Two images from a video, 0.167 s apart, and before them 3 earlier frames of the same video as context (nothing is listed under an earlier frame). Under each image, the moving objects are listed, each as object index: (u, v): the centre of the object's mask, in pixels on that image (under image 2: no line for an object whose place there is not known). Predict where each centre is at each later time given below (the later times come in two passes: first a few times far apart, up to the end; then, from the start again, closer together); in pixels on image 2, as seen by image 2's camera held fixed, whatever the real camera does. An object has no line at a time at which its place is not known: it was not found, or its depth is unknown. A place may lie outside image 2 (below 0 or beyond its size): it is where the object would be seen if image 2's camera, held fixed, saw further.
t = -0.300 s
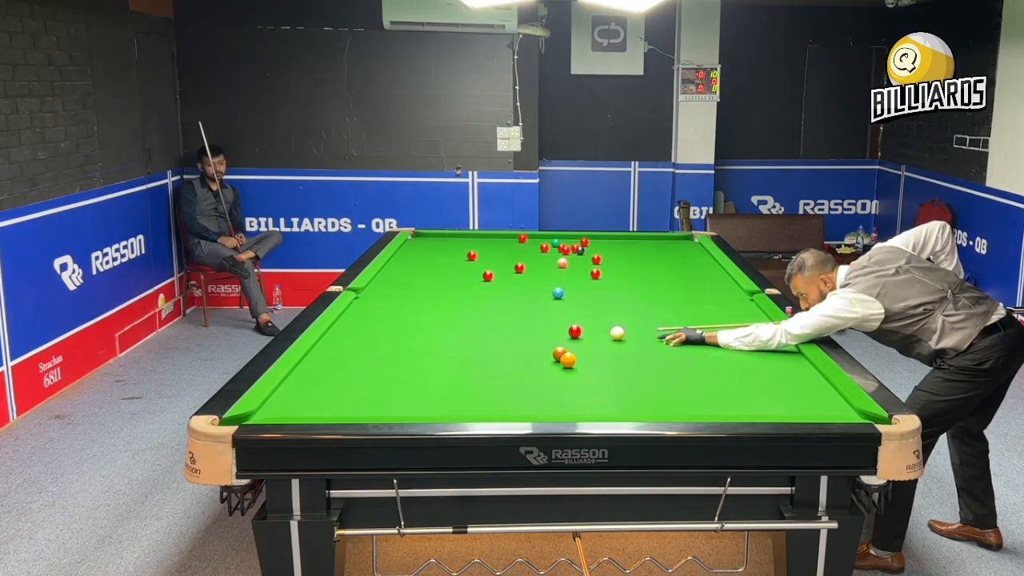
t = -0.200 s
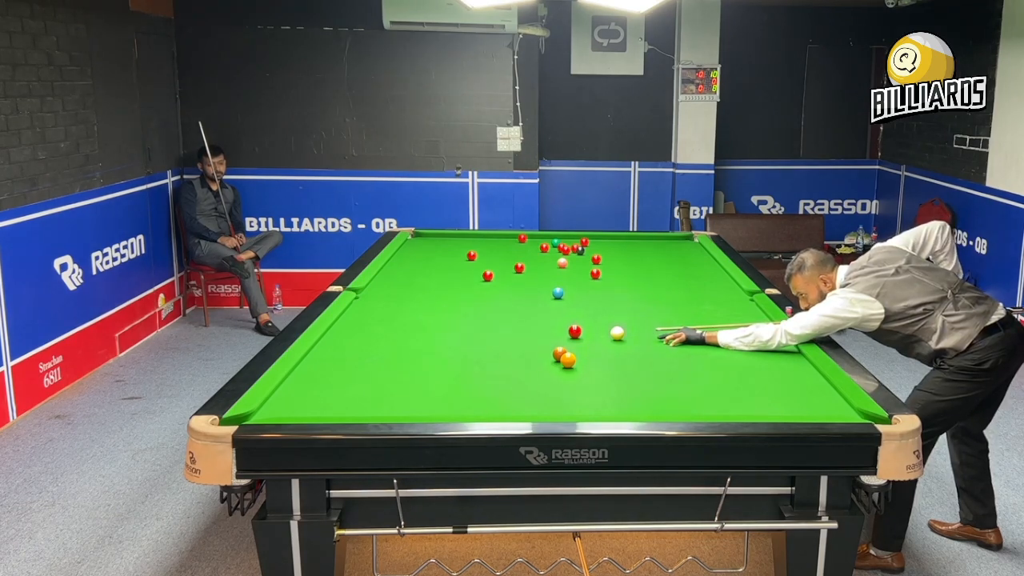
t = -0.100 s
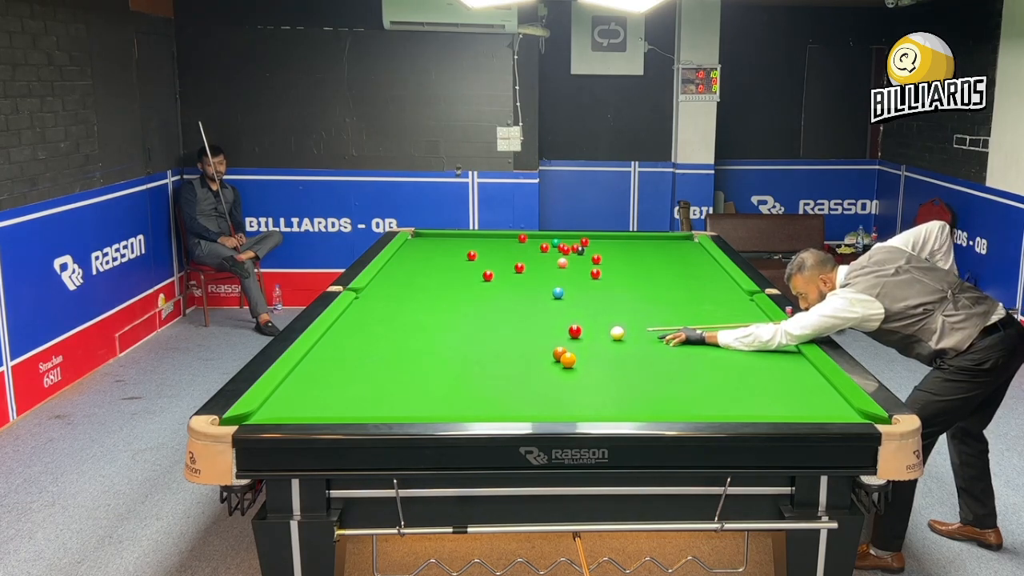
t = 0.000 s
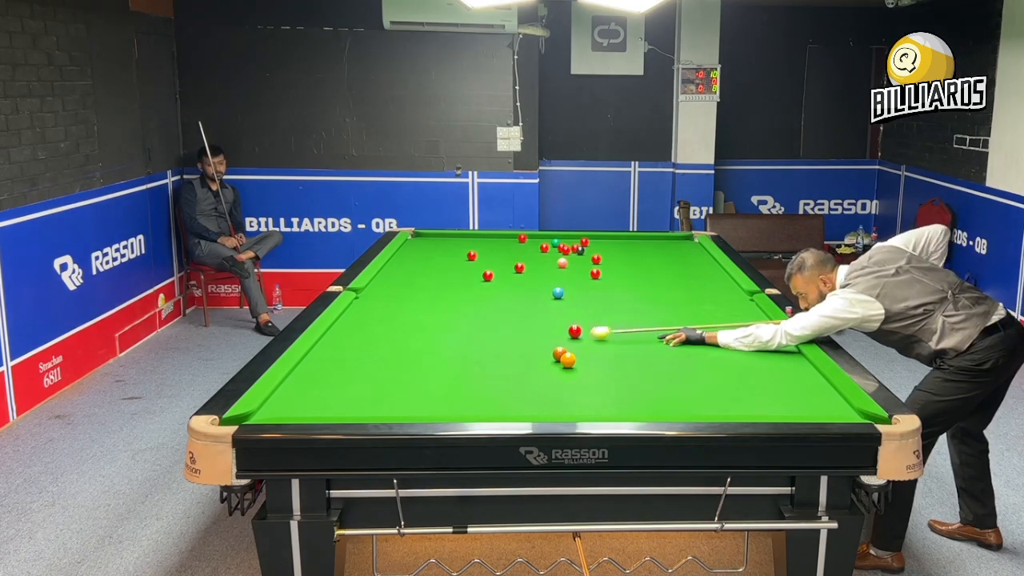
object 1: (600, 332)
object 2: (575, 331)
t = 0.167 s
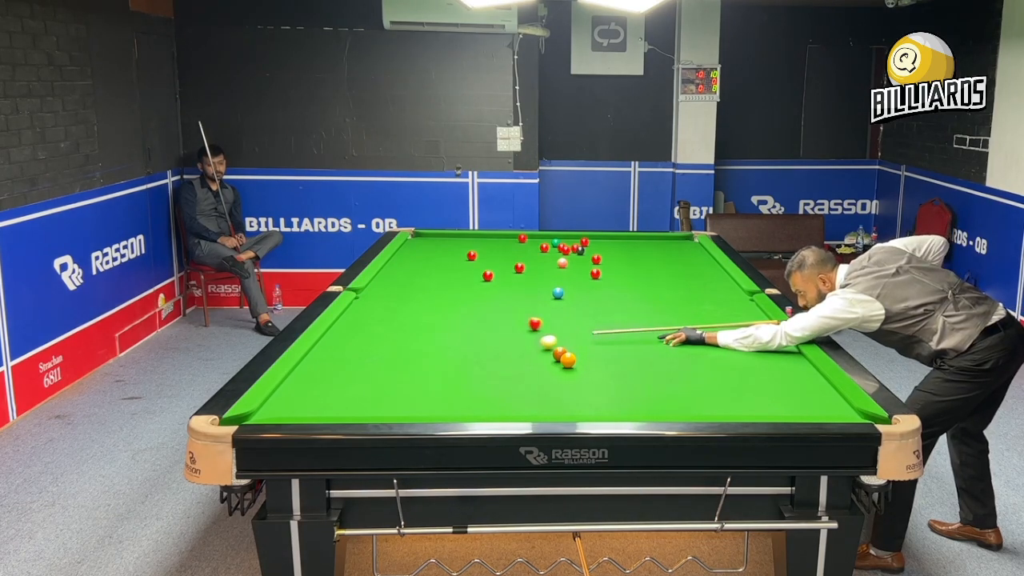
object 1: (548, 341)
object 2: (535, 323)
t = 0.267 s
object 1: (518, 347)
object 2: (511, 319)
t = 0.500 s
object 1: (442, 361)
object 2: (466, 310)
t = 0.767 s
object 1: (345, 379)
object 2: (420, 302)
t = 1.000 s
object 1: (295, 396)
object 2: (382, 295)
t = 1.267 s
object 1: (344, 410)
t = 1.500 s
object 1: (394, 408)
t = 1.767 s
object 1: (450, 399)
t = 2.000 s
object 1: (493, 390)
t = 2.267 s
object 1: (538, 381)
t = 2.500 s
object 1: (573, 375)
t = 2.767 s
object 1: (609, 368)
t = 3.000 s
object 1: (638, 363)
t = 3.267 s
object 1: (668, 357)
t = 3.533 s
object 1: (695, 352)
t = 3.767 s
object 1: (716, 348)
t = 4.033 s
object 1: (737, 344)
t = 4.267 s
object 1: (755, 340)
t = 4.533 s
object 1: (773, 337)
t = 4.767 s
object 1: (775, 334)
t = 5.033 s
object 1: (764, 332)
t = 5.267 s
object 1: (755, 331)
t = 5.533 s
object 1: (747, 329)
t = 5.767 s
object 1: (742, 328)
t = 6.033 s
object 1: (737, 327)
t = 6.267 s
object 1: (733, 327)
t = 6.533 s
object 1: (731, 326)
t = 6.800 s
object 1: (731, 326)
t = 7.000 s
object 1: (731, 326)
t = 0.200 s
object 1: (538, 343)
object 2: (526, 321)
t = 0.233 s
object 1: (528, 345)
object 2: (519, 320)
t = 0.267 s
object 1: (518, 347)
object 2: (511, 319)
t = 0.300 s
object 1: (508, 349)
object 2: (504, 317)
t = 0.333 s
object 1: (497, 351)
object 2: (497, 316)
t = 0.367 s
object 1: (486, 353)
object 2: (491, 314)
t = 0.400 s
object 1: (476, 355)
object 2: (485, 313)
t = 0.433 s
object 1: (464, 357)
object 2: (478, 312)
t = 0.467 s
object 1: (453, 359)
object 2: (472, 311)
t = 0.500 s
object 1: (442, 361)
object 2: (466, 310)
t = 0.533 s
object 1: (430, 363)
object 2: (460, 309)
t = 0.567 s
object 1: (419, 365)
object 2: (454, 308)
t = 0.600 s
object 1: (407, 368)
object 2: (448, 307)
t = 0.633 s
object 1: (395, 370)
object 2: (443, 306)
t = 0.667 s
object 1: (383, 372)
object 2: (437, 305)
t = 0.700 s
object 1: (370, 374)
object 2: (431, 303)
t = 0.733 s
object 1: (357, 377)
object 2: (425, 302)
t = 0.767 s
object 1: (345, 379)
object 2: (420, 302)
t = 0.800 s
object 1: (332, 381)
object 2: (414, 301)
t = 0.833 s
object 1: (319, 384)
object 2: (409, 300)
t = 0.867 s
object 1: (306, 387)
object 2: (403, 298)
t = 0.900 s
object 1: (292, 389)
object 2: (398, 298)
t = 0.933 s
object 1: (281, 392)
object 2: (393, 297)
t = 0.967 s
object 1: (288, 394)
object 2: (388, 296)
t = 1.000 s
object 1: (295, 396)
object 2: (382, 295)
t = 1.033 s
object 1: (302, 398)
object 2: (377, 294)
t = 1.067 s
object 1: (308, 400)
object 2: (372, 293)
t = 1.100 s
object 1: (314, 402)
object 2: (367, 292)
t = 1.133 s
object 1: (319, 404)
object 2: (363, 291)
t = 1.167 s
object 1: (325, 406)
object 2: (358, 290)
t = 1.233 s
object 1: (338, 408)
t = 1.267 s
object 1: (344, 410)
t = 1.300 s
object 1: (350, 411)
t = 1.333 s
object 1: (355, 412)
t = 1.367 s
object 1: (364, 411)
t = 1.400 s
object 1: (372, 411)
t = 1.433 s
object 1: (380, 409)
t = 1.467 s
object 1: (387, 409)
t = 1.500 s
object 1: (394, 408)
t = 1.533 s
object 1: (401, 407)
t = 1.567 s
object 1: (409, 406)
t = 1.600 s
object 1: (416, 405)
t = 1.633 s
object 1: (423, 403)
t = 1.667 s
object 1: (430, 402)
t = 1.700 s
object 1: (436, 401)
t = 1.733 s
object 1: (443, 400)
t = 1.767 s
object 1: (450, 399)
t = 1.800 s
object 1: (456, 397)
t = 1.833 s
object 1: (463, 396)
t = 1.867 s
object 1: (469, 395)
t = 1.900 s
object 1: (475, 393)
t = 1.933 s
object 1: (482, 392)
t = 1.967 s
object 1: (487, 391)
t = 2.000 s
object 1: (493, 390)
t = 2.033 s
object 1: (499, 389)
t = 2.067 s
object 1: (505, 388)
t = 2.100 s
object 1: (511, 386)
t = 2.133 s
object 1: (516, 385)
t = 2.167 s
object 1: (522, 384)
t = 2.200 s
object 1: (527, 383)
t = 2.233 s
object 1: (533, 382)
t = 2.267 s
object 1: (538, 381)
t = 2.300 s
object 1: (543, 380)
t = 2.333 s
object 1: (548, 379)
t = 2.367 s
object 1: (553, 378)
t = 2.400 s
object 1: (558, 377)
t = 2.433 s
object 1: (563, 377)
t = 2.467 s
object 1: (568, 376)
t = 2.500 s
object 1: (573, 375)
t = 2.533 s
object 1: (578, 374)
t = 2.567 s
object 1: (583, 373)
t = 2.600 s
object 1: (587, 372)
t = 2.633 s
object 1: (591, 371)
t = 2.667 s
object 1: (596, 370)
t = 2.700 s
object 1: (601, 369)
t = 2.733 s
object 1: (605, 369)
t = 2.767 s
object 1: (609, 368)
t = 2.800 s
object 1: (614, 367)
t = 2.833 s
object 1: (618, 366)
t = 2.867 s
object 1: (622, 365)
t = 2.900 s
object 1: (626, 365)
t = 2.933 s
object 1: (630, 364)
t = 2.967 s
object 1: (634, 363)
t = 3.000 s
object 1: (638, 363)
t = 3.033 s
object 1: (642, 362)
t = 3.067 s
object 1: (646, 361)
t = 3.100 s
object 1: (649, 360)
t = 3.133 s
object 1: (653, 359)
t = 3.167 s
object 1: (657, 359)
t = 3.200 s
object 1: (661, 358)
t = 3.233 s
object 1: (664, 357)
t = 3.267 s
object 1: (668, 357)
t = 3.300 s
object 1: (671, 356)
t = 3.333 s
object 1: (675, 355)
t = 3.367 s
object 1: (678, 355)
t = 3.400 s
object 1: (681, 354)
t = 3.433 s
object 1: (685, 354)
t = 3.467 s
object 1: (688, 353)
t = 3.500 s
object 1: (691, 353)
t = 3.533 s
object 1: (695, 352)
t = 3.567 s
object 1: (697, 351)
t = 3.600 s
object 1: (701, 351)
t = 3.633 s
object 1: (704, 350)
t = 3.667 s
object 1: (707, 349)
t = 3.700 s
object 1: (710, 349)
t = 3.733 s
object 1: (713, 348)
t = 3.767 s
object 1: (716, 348)
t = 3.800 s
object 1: (719, 347)
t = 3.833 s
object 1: (721, 347)
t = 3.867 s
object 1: (724, 346)
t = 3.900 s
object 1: (727, 346)
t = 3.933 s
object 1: (730, 345)
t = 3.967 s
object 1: (733, 345)
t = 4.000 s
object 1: (735, 344)
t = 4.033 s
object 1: (737, 344)
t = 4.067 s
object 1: (740, 343)
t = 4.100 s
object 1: (743, 343)
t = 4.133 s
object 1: (745, 342)
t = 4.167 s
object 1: (748, 342)
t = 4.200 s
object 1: (750, 341)
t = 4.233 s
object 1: (753, 340)
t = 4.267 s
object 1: (755, 340)
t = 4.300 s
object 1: (757, 340)
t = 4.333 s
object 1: (760, 339)
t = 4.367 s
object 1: (762, 339)
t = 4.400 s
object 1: (764, 338)
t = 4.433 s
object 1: (766, 338)
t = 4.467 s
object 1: (769, 338)
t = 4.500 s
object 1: (771, 337)
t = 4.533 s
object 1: (773, 337)
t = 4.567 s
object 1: (775, 336)
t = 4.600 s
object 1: (777, 336)
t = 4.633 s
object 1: (779, 336)
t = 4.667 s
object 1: (780, 335)
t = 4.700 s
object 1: (779, 335)
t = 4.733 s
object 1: (777, 335)
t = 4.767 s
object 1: (775, 334)
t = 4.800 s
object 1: (774, 334)
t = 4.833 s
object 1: (773, 334)
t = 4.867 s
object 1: (772, 333)
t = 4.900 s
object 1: (770, 333)
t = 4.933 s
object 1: (768, 333)
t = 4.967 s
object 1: (767, 332)
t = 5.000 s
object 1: (765, 332)
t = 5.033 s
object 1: (764, 332)
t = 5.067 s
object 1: (762, 332)
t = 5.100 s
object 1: (761, 332)
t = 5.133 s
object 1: (760, 332)
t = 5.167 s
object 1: (759, 331)
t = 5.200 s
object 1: (757, 331)
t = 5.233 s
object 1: (756, 331)
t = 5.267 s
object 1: (755, 331)
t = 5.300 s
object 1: (754, 331)
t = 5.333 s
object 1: (753, 331)
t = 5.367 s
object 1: (752, 330)
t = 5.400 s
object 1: (751, 330)
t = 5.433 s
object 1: (750, 330)
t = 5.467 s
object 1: (749, 330)
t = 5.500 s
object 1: (748, 330)
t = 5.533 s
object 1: (747, 329)
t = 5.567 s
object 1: (747, 329)
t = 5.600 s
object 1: (746, 329)
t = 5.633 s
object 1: (745, 329)
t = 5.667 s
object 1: (744, 329)
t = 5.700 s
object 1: (743, 329)
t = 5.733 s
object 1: (742, 329)
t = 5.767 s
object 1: (742, 328)
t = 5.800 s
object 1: (741, 328)
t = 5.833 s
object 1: (740, 328)
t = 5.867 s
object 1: (740, 328)
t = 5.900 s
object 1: (739, 328)
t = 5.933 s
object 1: (738, 328)
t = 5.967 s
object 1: (738, 328)
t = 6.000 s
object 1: (737, 327)
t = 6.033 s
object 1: (737, 327)
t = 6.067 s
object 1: (736, 327)
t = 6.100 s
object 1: (736, 327)
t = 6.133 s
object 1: (735, 327)
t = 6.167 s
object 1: (735, 327)
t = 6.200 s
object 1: (734, 327)
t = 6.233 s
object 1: (734, 327)
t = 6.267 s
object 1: (733, 327)
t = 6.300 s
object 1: (733, 327)
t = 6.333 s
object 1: (733, 327)
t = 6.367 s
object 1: (733, 327)
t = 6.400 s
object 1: (732, 327)
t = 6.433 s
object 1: (732, 327)
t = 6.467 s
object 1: (732, 327)
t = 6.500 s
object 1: (731, 326)
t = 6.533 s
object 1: (731, 326)
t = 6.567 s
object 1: (731, 326)
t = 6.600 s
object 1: (731, 326)
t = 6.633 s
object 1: (731, 326)
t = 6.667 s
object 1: (731, 326)
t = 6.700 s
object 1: (731, 326)
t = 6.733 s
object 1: (731, 326)
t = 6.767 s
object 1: (731, 326)
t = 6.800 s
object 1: (731, 326)
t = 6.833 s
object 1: (731, 326)
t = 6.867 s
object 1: (731, 326)
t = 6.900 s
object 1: (731, 326)
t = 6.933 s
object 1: (731, 326)
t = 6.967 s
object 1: (731, 326)
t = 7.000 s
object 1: (731, 326)
